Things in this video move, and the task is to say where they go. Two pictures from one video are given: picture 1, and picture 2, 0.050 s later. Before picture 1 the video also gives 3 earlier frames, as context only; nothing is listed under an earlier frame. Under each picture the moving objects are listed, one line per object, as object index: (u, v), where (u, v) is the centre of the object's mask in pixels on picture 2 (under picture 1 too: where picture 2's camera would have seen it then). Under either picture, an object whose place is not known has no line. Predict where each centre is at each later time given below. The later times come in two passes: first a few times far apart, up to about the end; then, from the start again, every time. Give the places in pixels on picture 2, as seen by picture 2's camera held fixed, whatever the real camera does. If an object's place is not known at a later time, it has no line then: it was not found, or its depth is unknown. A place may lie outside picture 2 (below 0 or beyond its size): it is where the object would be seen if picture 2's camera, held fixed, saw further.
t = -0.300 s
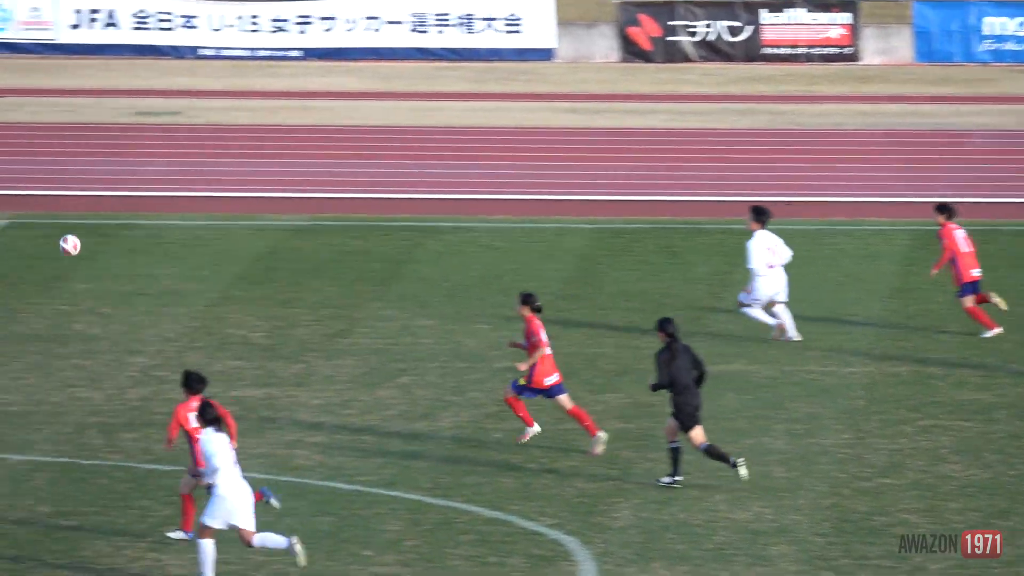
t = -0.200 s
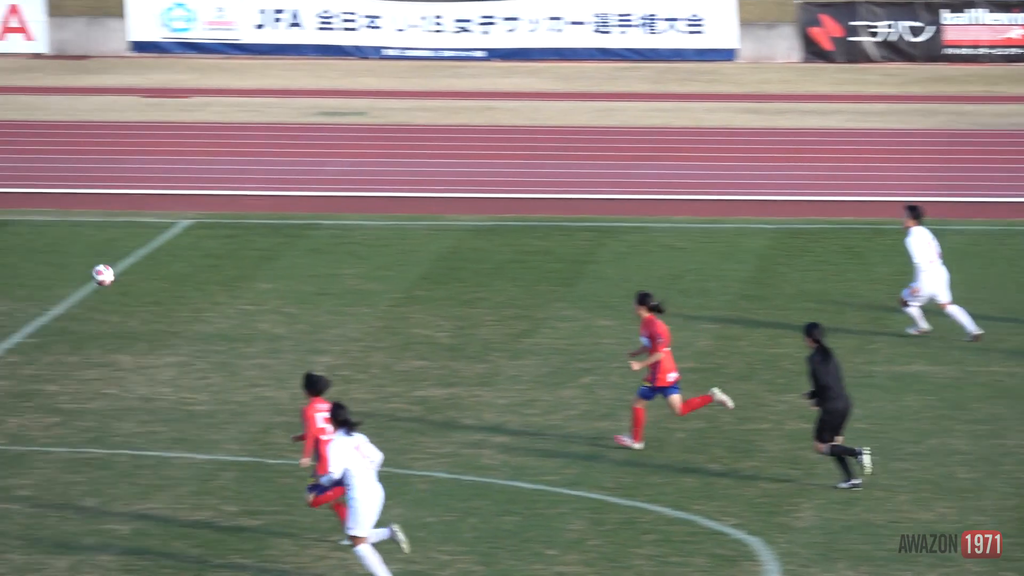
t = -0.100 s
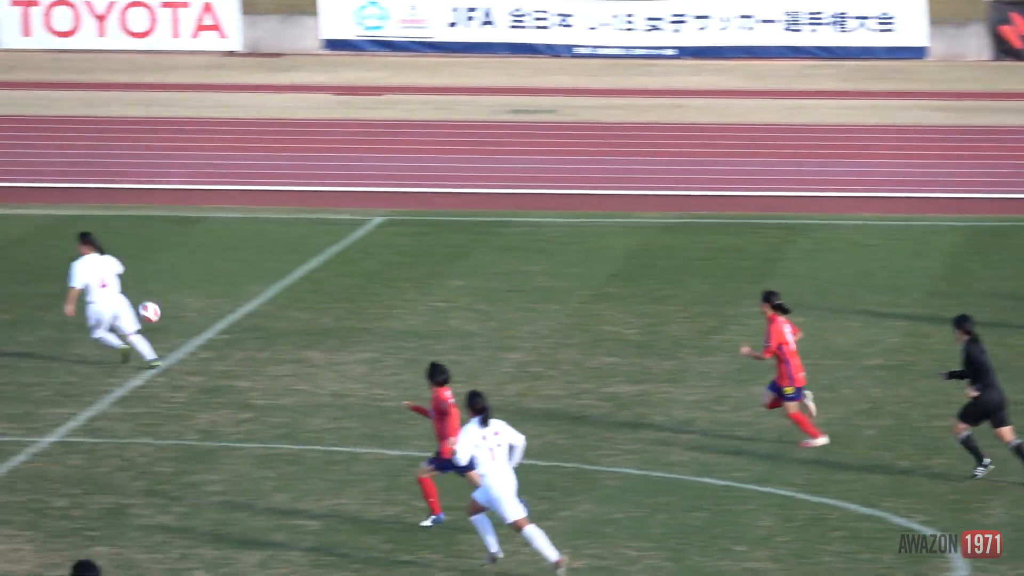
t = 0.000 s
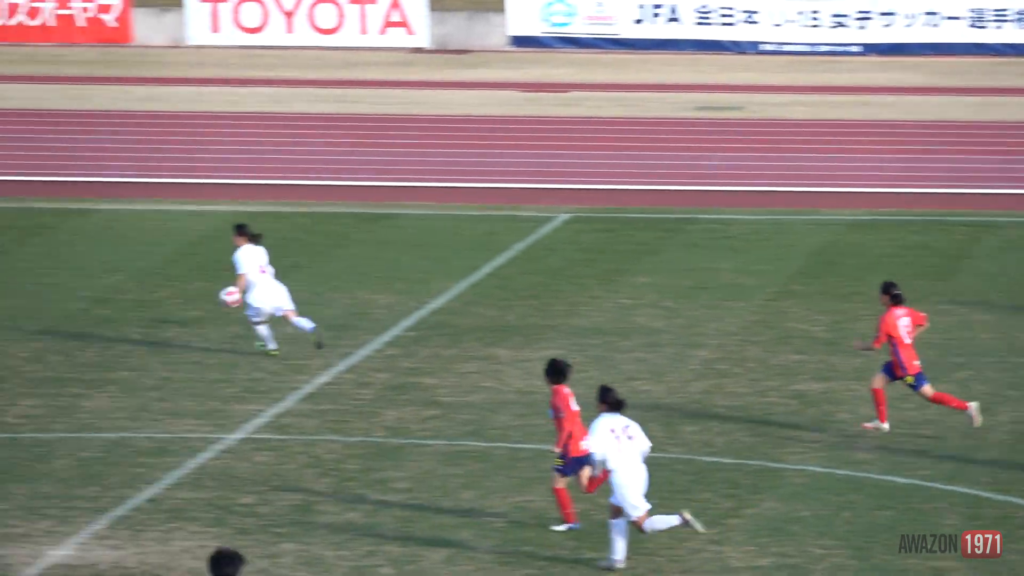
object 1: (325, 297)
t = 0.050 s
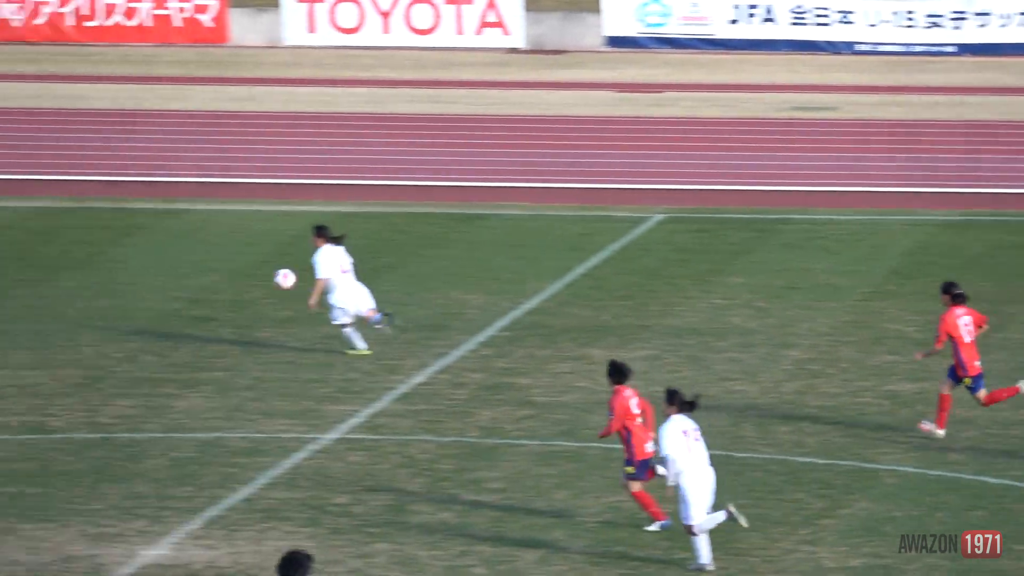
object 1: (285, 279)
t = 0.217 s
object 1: (149, 241)
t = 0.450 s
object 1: (-33, 237)
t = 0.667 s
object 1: (-216, 301)
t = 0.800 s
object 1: (-342, 307)
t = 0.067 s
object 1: (271, 274)
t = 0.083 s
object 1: (257, 269)
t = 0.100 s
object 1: (244, 264)
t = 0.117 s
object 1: (230, 260)
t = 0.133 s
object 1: (215, 256)
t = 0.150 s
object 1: (202, 252)
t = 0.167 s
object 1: (187, 249)
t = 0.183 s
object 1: (175, 245)
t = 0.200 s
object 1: (161, 243)
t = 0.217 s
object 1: (149, 241)
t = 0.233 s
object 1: (139, 238)
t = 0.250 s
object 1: (127, 236)
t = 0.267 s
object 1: (113, 234)
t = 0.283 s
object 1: (102, 232)
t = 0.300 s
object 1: (89, 231)
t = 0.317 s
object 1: (76, 231)
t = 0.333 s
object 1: (62, 230)
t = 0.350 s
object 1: (49, 230)
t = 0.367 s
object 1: (35, 230)
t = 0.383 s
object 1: (22, 231)
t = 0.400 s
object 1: (8, 232)
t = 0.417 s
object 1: (-6, 233)
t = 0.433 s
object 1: (-20, 235)
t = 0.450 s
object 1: (-33, 237)
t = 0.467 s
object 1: (-47, 240)
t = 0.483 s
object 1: (-62, 243)
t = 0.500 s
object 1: (-75, 245)
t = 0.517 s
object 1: (-89, 249)
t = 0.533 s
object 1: (-103, 254)
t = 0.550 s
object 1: (-118, 258)
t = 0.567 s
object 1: (-131, 263)
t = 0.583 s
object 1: (-145, 268)
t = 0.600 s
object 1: (-158, 274)
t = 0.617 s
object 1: (-173, 280)
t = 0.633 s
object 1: (-188, 287)
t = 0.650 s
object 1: (-202, 293)
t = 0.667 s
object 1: (-216, 301)
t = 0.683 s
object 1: (-230, 308)
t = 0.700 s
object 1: (-244, 317)
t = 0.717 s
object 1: (-258, 325)
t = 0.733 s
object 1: (-274, 328)
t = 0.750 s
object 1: (-291, 322)
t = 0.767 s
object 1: (-308, 318)
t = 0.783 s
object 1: (-325, 312)
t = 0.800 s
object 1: (-342, 307)
